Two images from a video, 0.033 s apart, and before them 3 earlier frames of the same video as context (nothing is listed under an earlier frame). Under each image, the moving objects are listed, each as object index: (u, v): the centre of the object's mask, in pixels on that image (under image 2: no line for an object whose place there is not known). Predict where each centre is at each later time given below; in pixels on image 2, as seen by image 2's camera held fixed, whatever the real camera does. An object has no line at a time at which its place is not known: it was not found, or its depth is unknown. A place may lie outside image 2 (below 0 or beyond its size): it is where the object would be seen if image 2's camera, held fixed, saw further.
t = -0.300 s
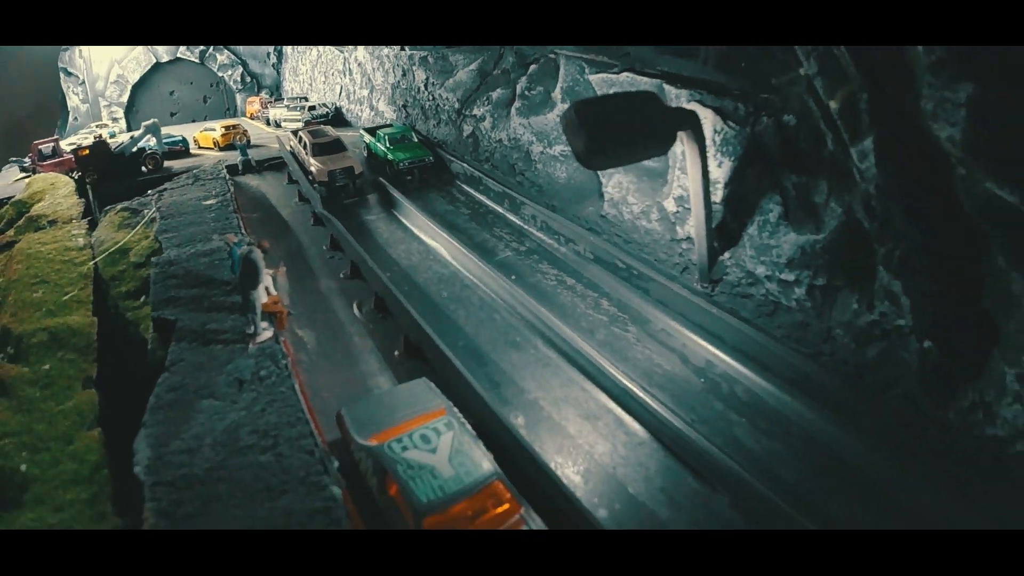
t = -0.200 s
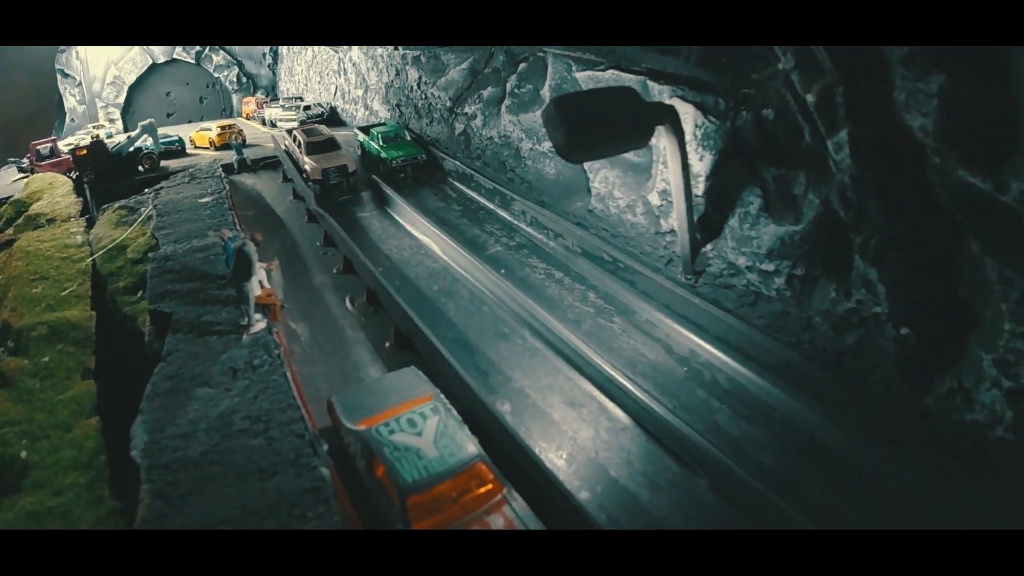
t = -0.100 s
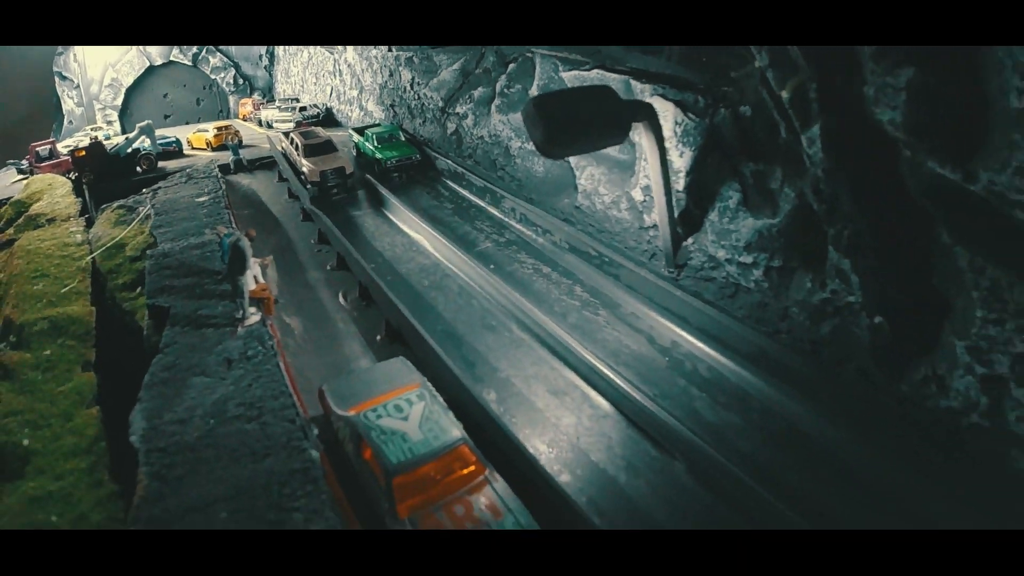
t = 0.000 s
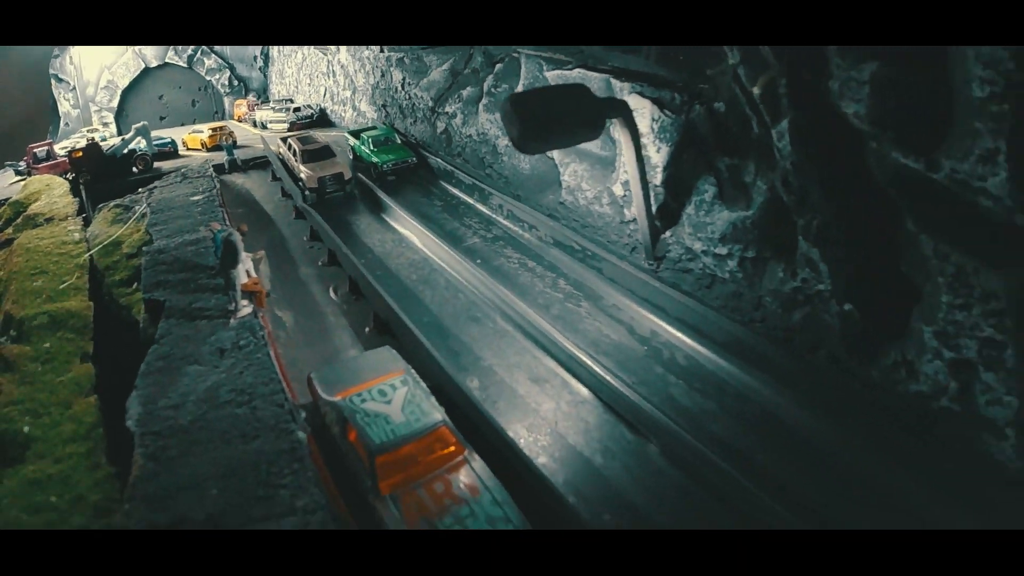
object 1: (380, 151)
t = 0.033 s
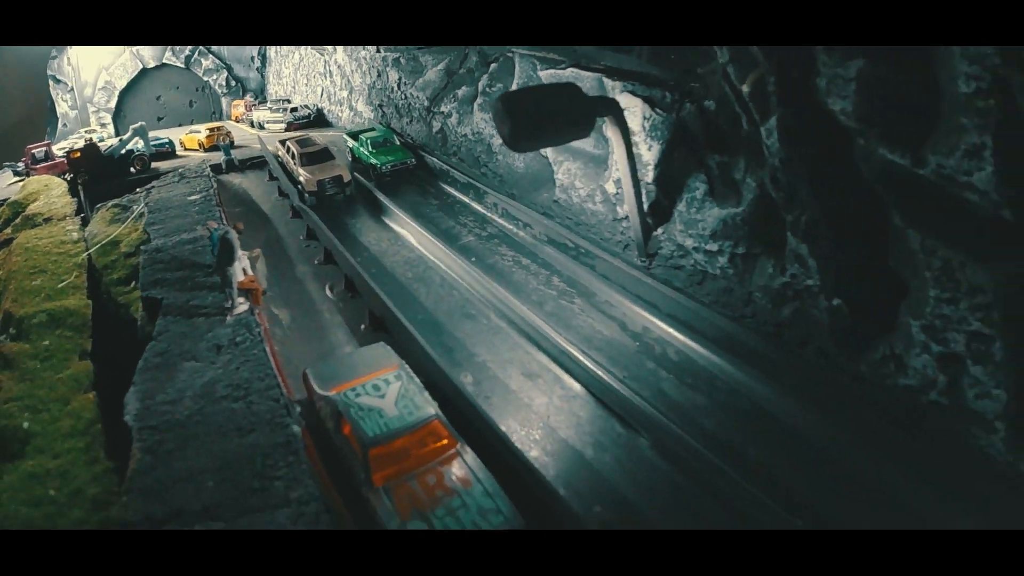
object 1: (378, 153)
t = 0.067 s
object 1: (381, 154)
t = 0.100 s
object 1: (385, 157)
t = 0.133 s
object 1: (388, 159)
